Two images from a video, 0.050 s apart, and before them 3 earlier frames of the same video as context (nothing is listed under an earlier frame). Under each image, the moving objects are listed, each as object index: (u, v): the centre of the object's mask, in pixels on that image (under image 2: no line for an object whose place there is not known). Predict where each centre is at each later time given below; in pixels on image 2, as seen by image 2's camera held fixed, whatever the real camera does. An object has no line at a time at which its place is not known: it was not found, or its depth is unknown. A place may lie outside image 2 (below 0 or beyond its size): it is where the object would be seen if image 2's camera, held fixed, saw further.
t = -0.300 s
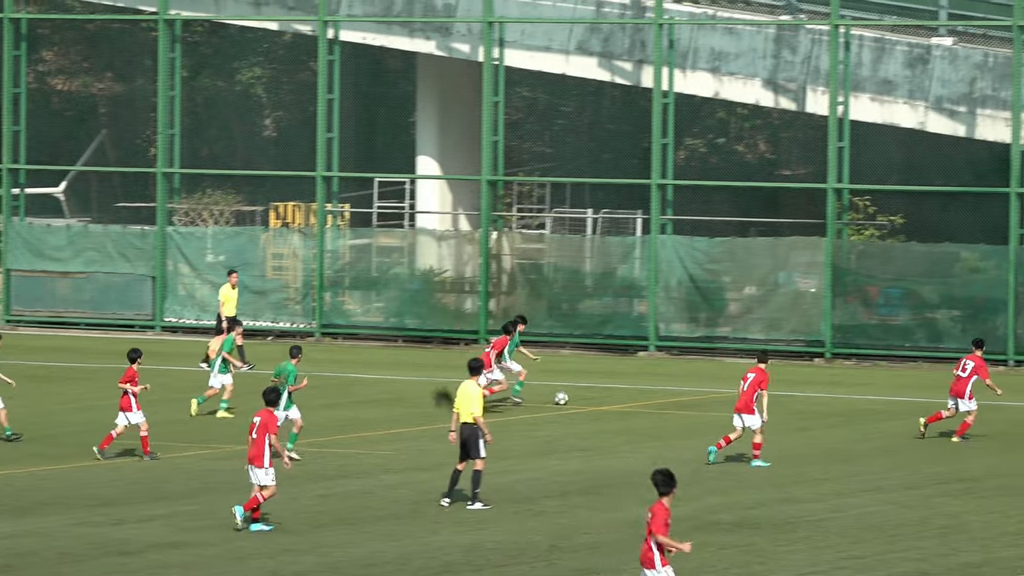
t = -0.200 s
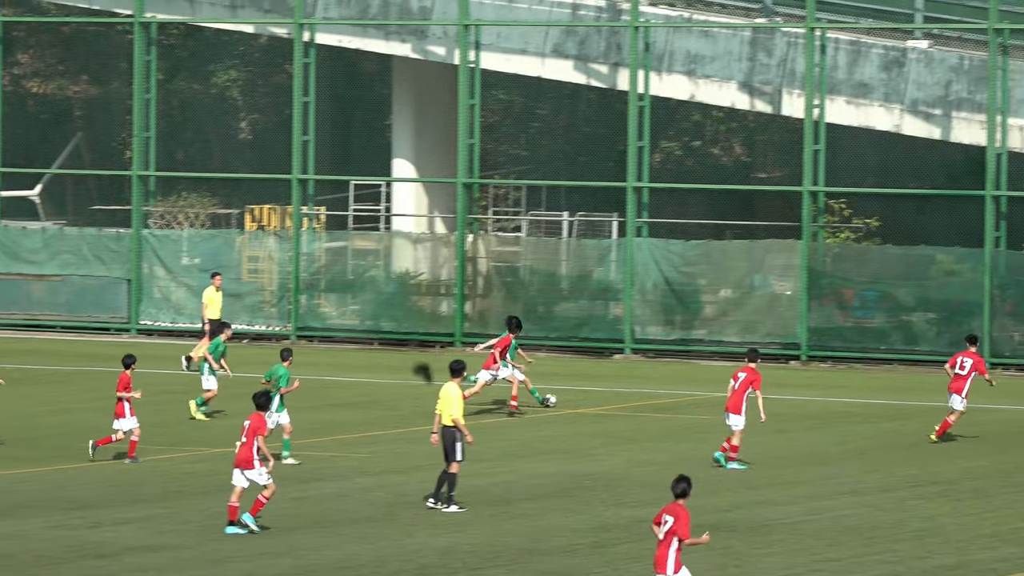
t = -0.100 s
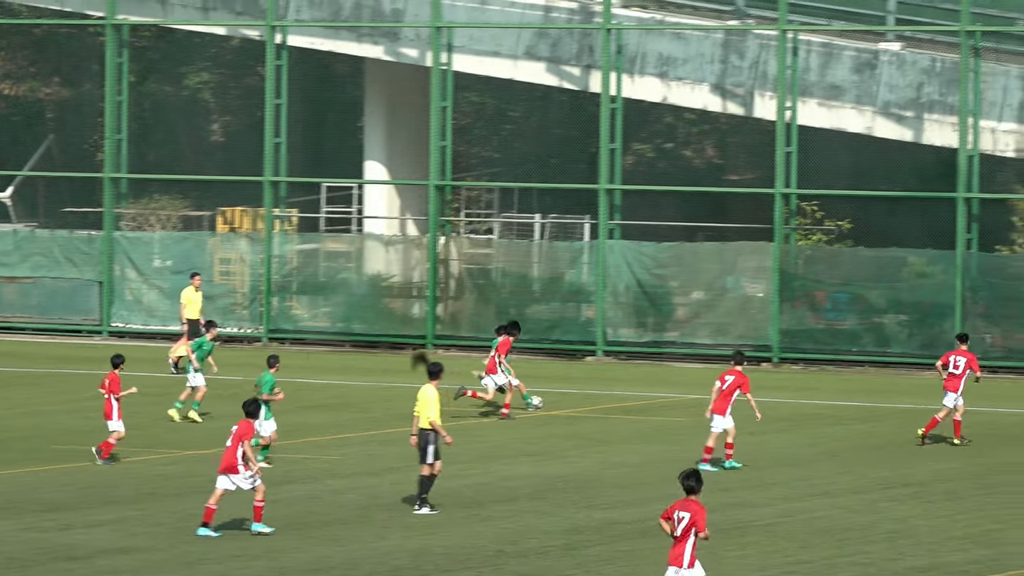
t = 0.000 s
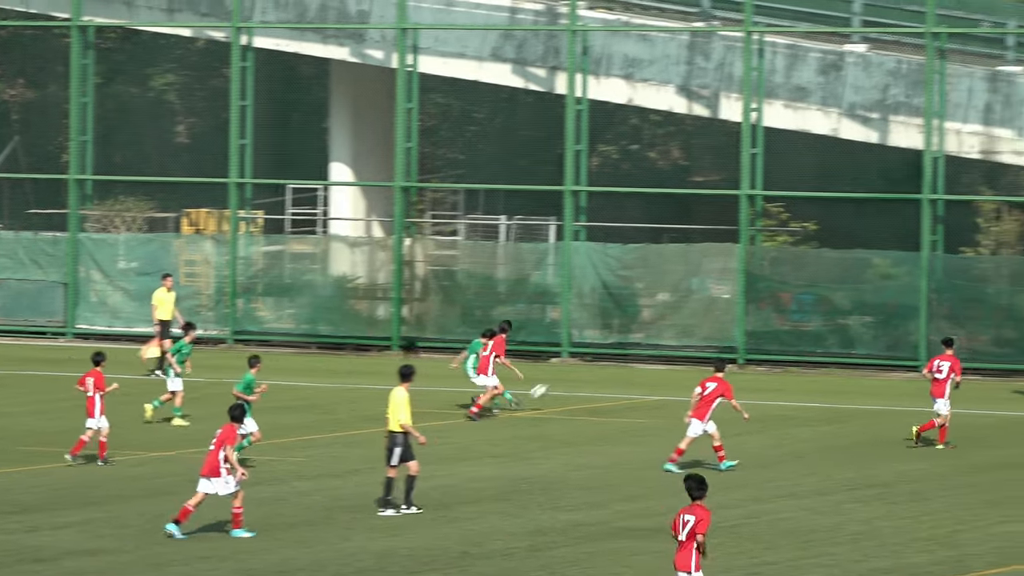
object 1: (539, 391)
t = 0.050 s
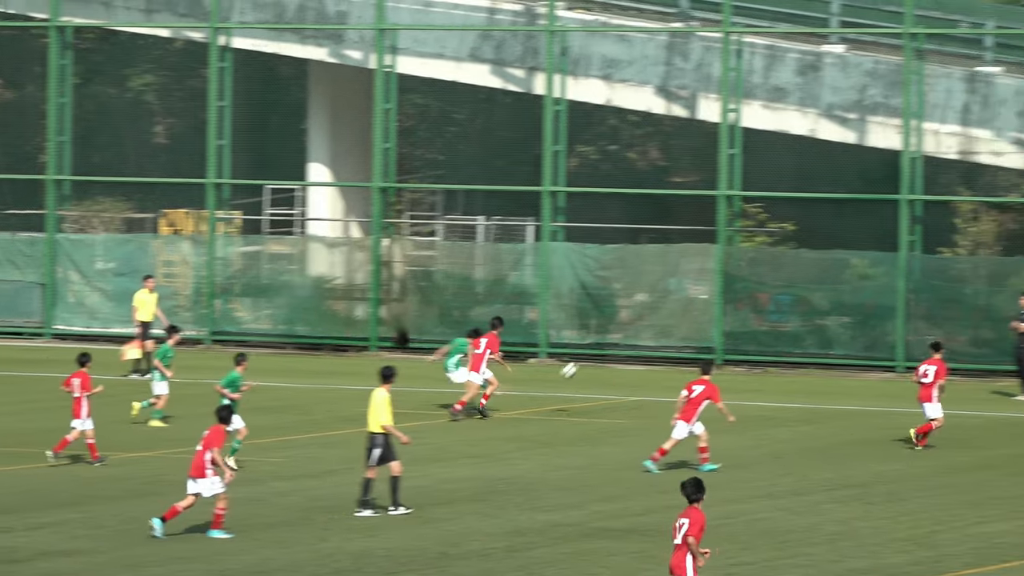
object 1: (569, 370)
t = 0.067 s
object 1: (586, 363)
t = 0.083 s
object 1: (603, 357)
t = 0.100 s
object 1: (621, 350)
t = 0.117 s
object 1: (637, 344)
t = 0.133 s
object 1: (655, 337)
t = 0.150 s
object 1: (672, 331)
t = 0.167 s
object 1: (688, 324)
